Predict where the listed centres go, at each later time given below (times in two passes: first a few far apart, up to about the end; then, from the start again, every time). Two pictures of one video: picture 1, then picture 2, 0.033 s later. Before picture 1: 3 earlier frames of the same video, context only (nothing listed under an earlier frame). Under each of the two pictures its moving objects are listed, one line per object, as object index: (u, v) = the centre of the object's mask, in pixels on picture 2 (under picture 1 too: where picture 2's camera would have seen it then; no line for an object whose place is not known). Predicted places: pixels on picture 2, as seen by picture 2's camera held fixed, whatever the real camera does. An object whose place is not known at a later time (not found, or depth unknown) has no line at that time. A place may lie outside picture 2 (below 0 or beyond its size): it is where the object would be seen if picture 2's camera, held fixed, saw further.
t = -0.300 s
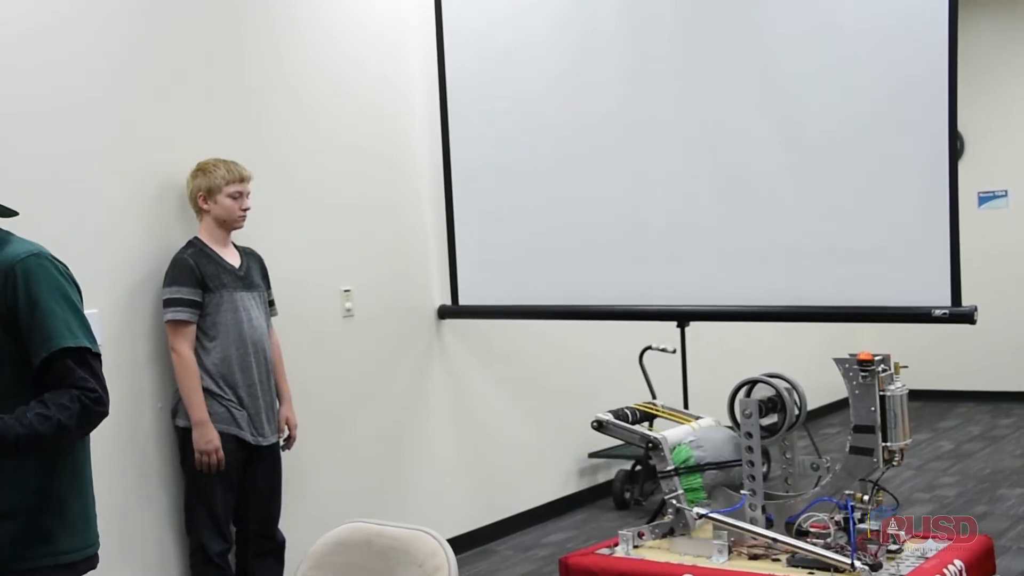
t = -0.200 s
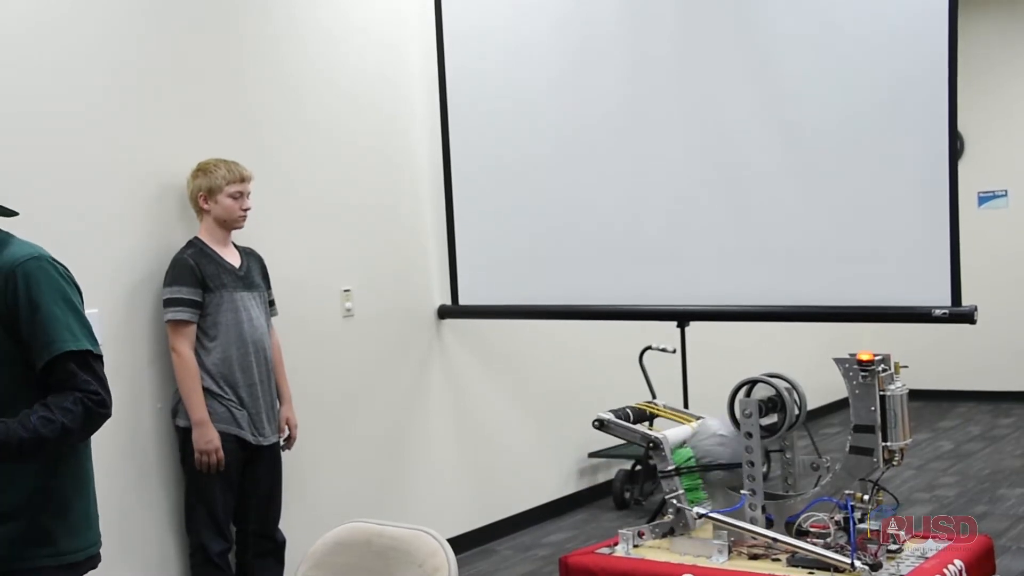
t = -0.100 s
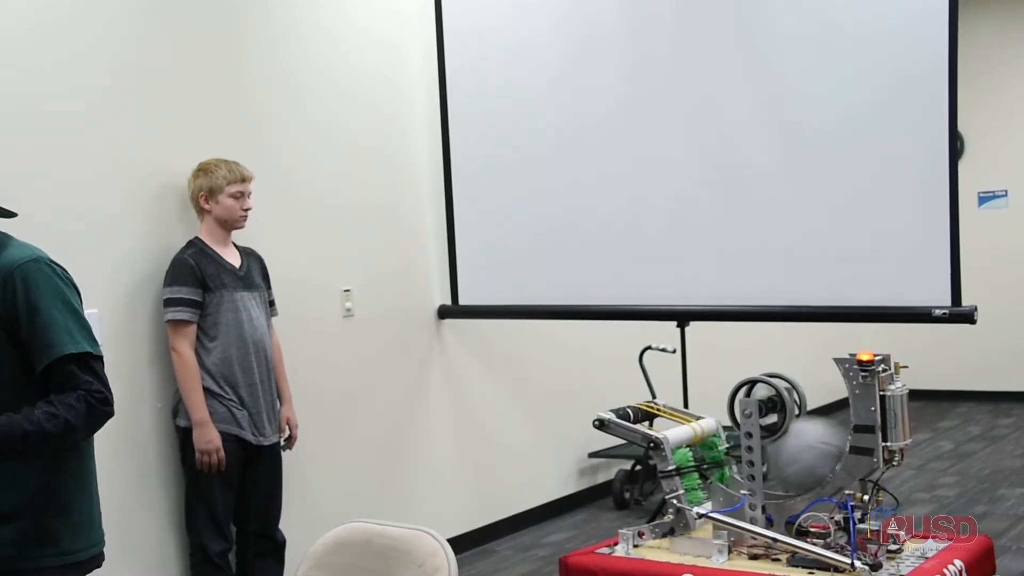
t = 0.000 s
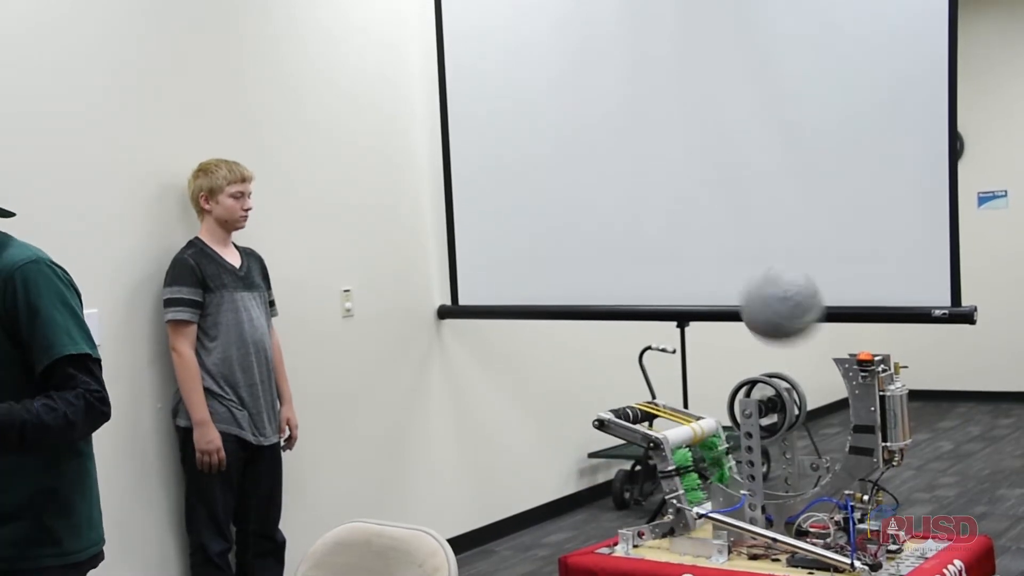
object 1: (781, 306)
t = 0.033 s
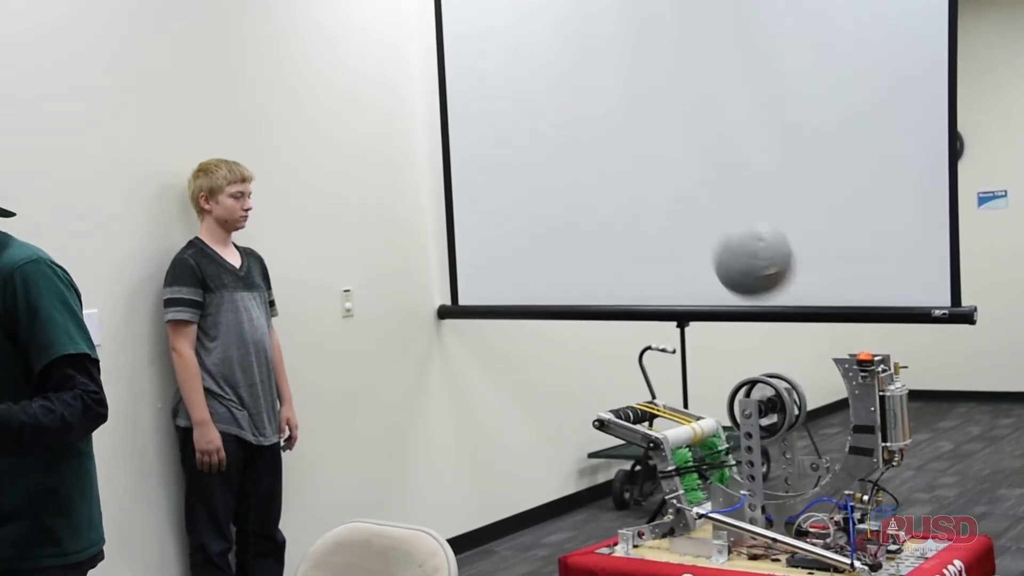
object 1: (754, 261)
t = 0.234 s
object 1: (607, 71)
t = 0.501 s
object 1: (454, 18)
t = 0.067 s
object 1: (726, 221)
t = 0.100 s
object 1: (700, 183)
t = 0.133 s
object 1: (676, 150)
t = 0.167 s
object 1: (652, 119)
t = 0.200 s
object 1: (628, 94)
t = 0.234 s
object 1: (607, 71)
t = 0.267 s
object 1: (586, 52)
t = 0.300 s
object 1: (564, 36)
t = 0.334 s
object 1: (544, 27)
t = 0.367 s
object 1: (525, 22)
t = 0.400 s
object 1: (506, 19)
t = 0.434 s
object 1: (488, 17)
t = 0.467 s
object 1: (470, 17)
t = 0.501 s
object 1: (454, 18)
